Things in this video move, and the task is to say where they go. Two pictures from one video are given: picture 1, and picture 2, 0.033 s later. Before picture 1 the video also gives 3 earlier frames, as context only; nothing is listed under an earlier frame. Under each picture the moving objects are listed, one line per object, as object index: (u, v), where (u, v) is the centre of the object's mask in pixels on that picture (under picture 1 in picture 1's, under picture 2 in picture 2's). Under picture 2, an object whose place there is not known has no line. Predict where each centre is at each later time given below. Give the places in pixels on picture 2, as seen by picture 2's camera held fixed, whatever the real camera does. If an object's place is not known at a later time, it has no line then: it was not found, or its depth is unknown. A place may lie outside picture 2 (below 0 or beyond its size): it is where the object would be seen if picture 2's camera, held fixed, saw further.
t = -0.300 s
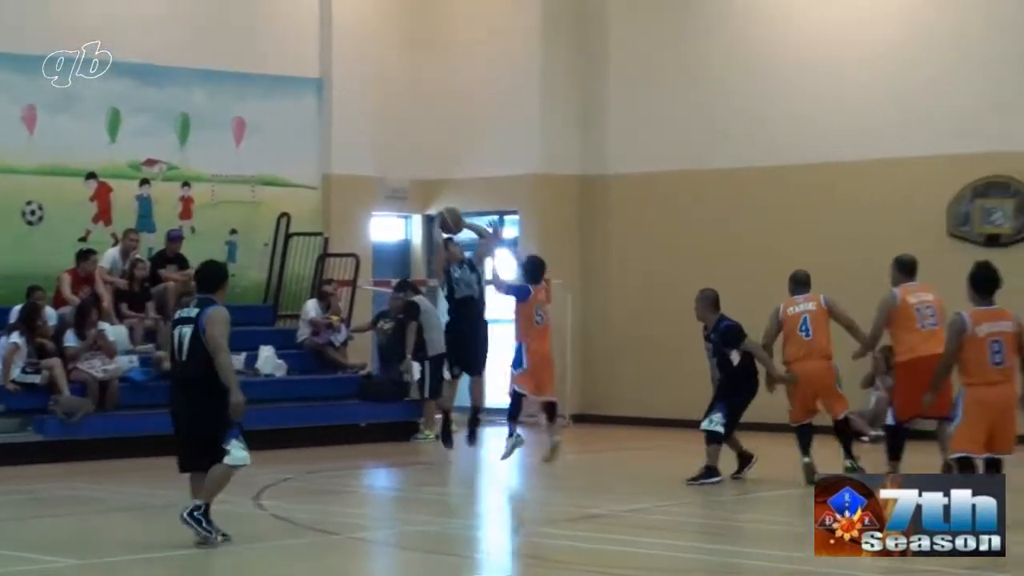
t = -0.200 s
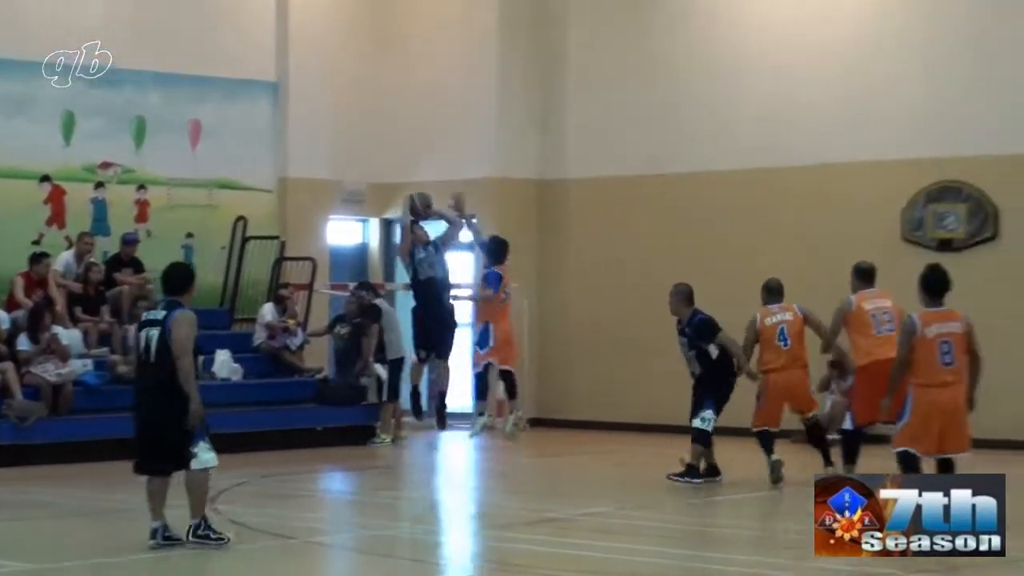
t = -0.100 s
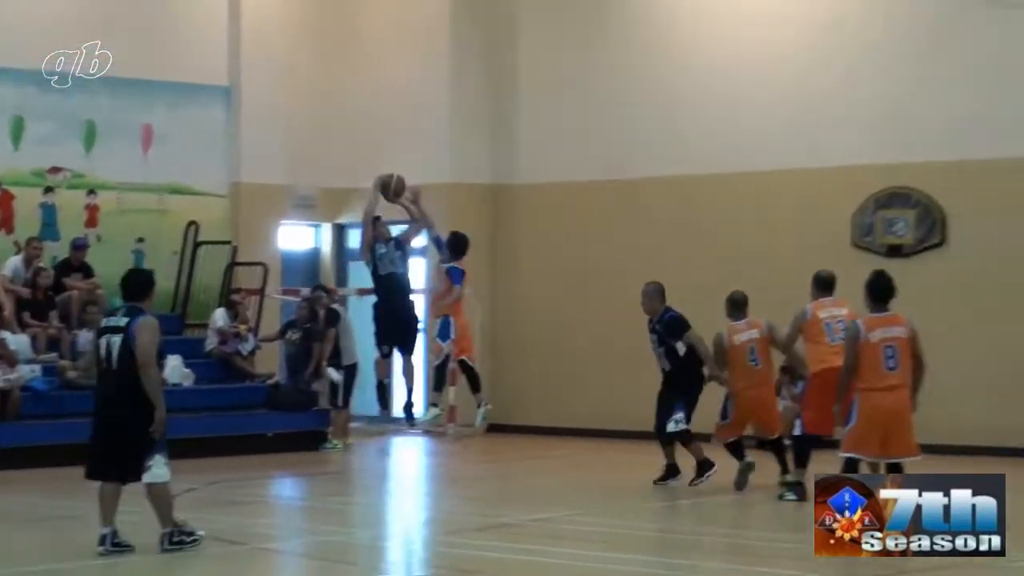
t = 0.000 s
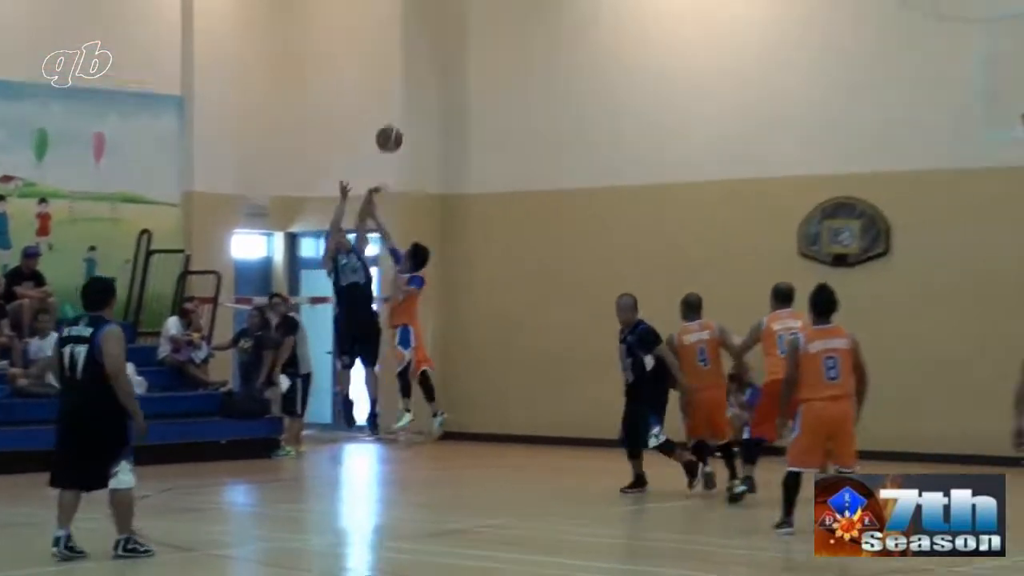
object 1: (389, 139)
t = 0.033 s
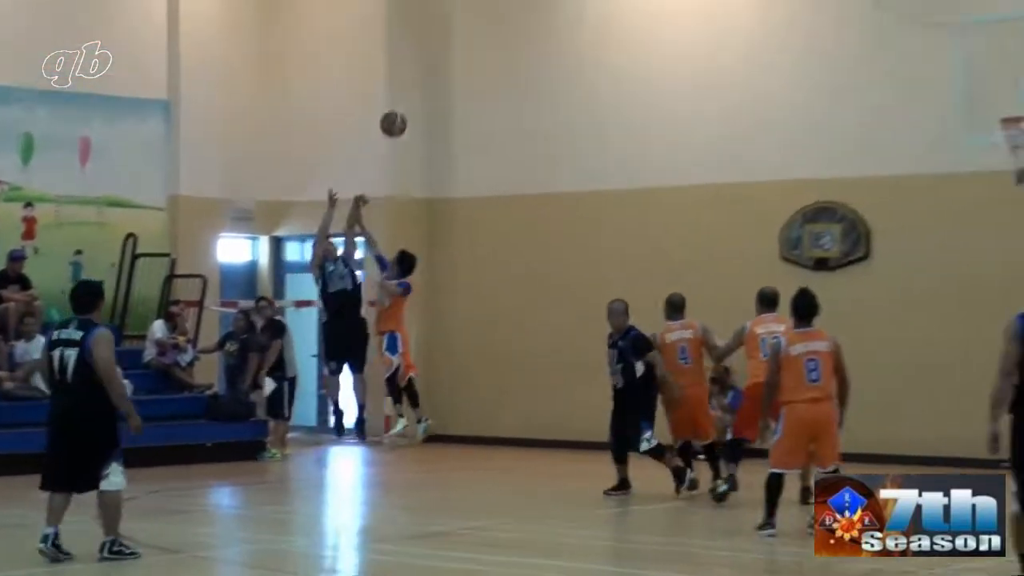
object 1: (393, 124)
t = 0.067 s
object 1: (412, 106)
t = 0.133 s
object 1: (453, 72)
